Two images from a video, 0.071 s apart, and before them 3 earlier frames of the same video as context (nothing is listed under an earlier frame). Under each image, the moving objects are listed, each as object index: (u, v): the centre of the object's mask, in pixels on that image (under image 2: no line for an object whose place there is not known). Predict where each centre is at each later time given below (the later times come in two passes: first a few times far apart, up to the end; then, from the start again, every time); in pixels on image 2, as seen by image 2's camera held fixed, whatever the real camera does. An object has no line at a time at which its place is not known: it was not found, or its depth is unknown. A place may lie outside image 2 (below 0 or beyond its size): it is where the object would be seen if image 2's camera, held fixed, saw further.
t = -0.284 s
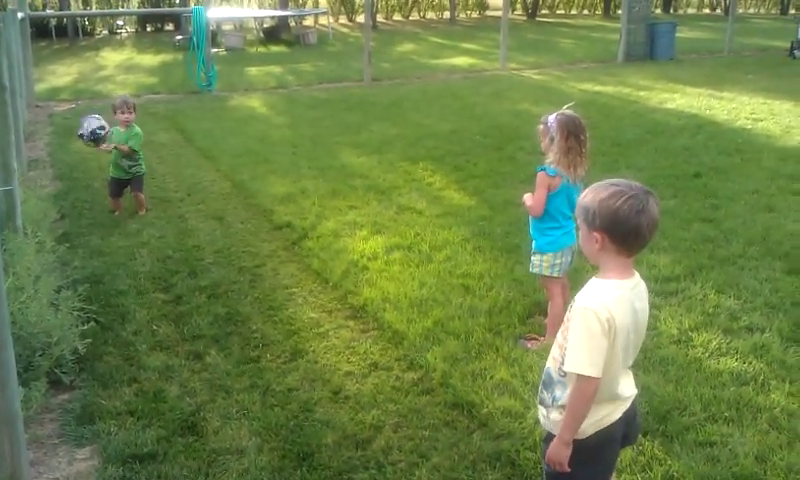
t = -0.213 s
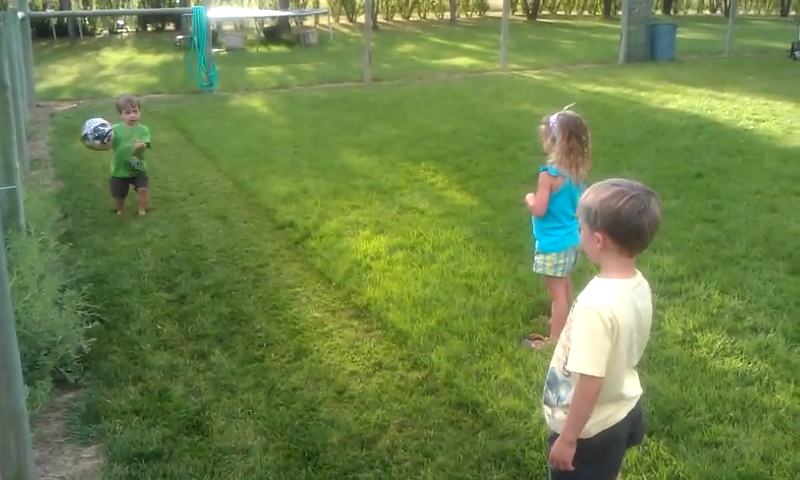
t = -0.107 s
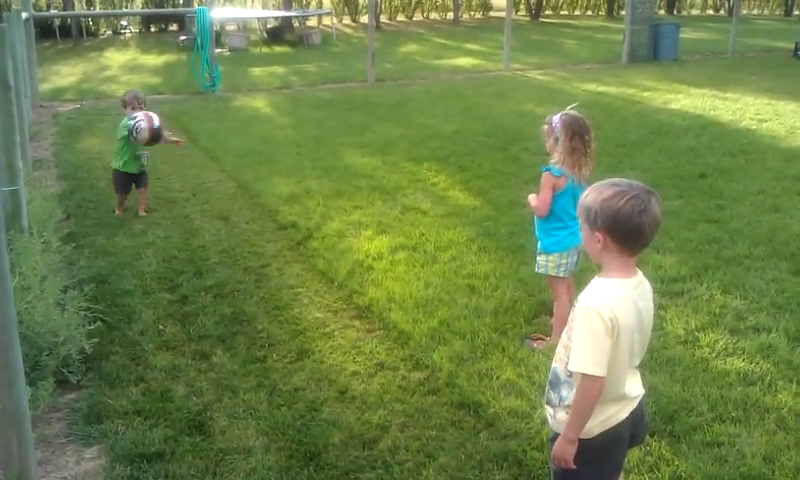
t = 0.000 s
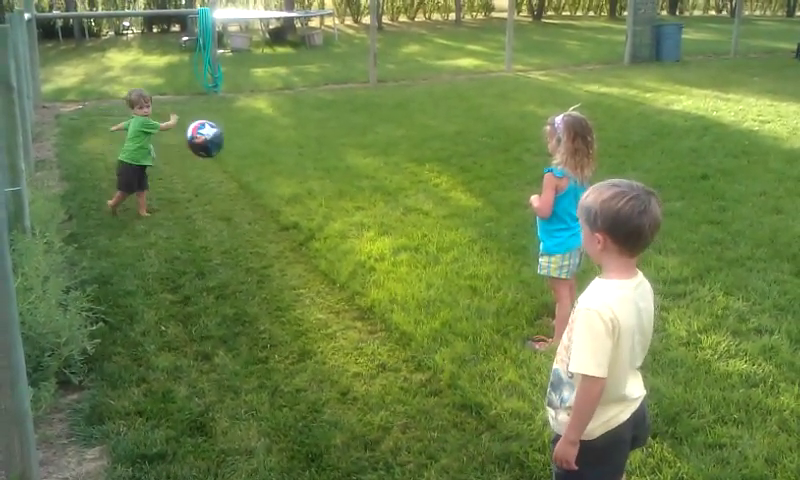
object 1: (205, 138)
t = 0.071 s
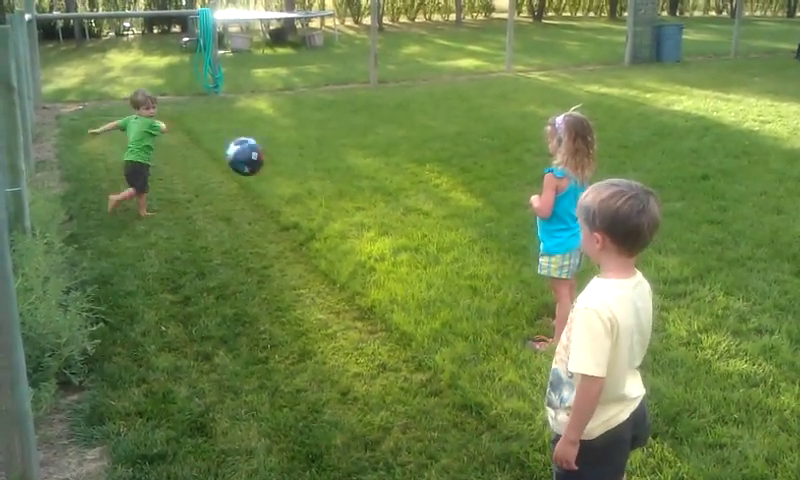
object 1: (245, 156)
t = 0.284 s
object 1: (372, 272)
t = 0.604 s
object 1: (427, 278)
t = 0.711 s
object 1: (442, 302)
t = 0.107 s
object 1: (266, 168)
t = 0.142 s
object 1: (287, 183)
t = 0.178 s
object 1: (308, 201)
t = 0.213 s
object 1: (329, 221)
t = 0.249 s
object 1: (350, 245)
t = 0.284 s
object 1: (372, 272)
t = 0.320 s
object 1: (386, 285)
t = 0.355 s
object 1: (392, 279)
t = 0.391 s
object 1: (398, 272)
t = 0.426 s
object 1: (402, 267)
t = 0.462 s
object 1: (408, 266)
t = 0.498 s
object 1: (413, 266)
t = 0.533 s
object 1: (417, 267)
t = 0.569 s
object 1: (422, 272)
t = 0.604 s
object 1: (427, 278)
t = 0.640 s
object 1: (432, 287)
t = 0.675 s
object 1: (436, 297)
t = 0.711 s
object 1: (442, 302)
